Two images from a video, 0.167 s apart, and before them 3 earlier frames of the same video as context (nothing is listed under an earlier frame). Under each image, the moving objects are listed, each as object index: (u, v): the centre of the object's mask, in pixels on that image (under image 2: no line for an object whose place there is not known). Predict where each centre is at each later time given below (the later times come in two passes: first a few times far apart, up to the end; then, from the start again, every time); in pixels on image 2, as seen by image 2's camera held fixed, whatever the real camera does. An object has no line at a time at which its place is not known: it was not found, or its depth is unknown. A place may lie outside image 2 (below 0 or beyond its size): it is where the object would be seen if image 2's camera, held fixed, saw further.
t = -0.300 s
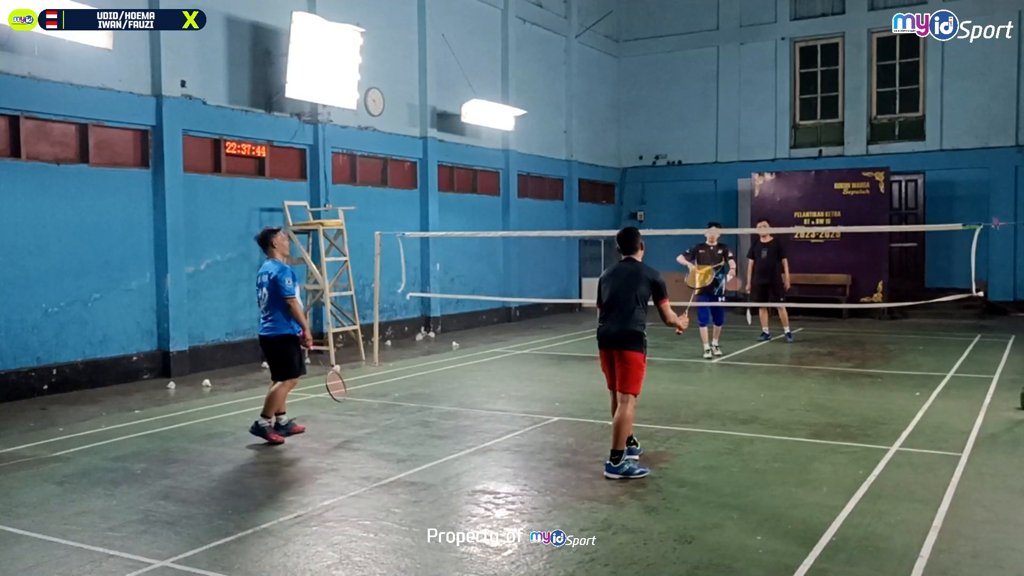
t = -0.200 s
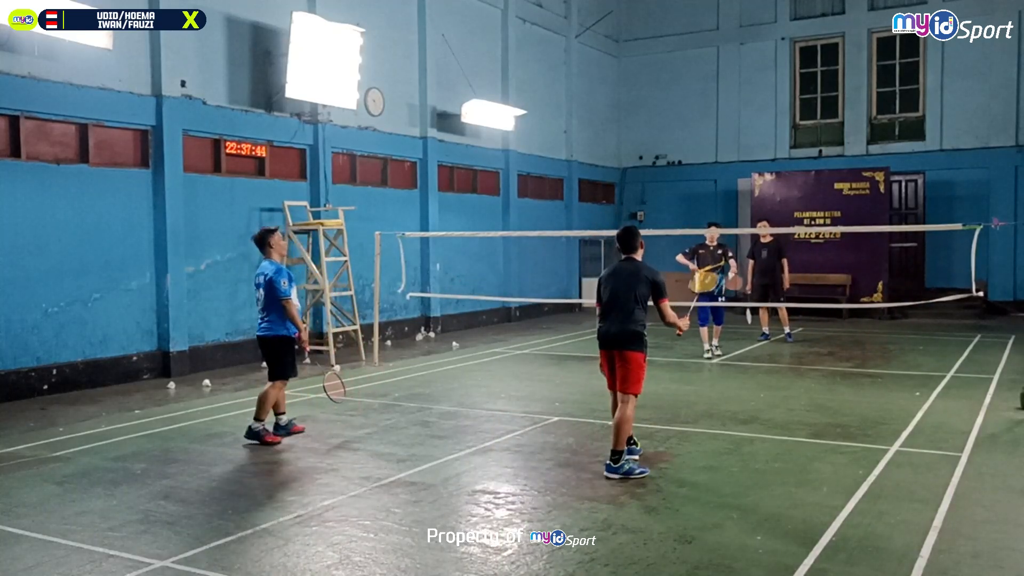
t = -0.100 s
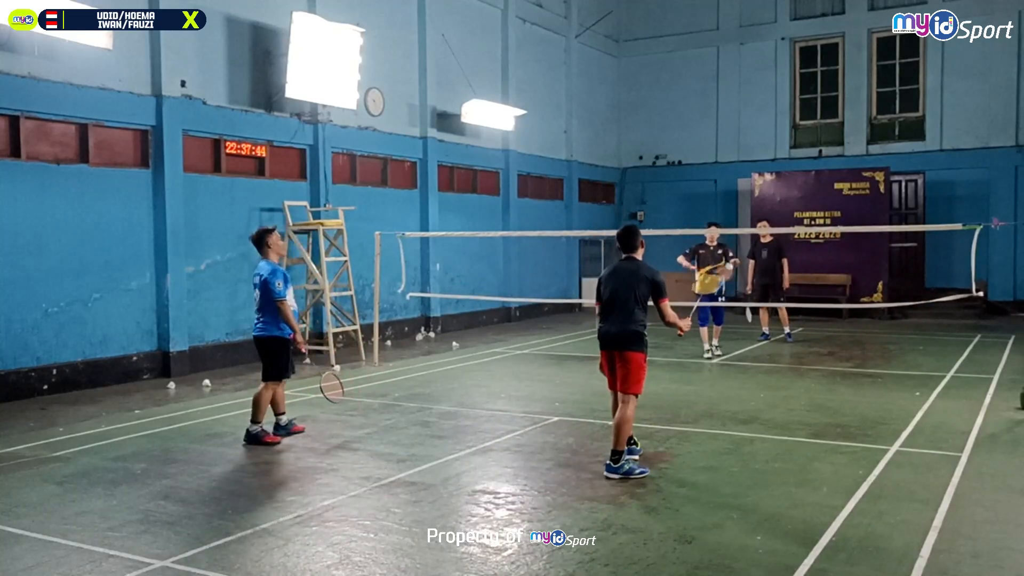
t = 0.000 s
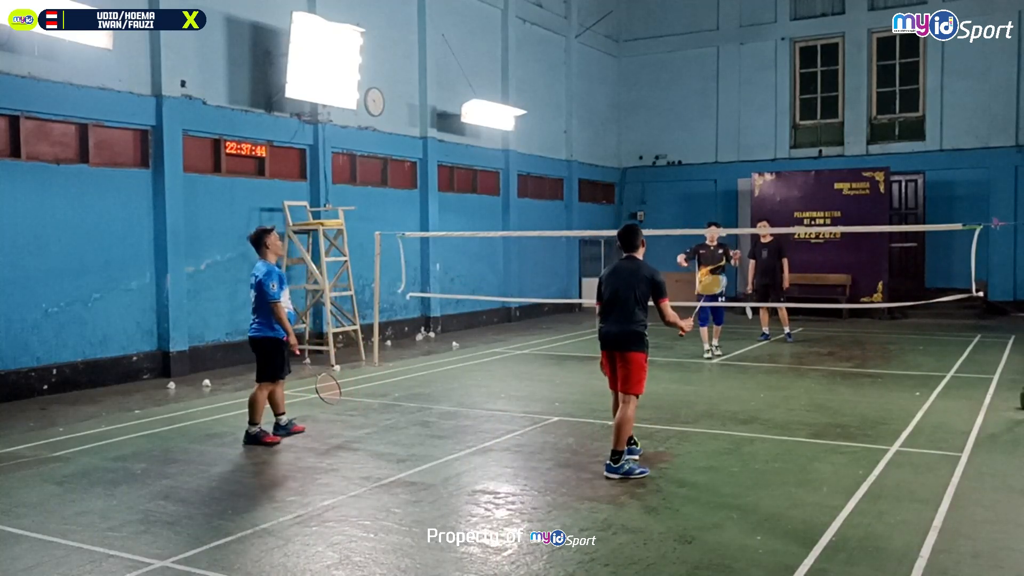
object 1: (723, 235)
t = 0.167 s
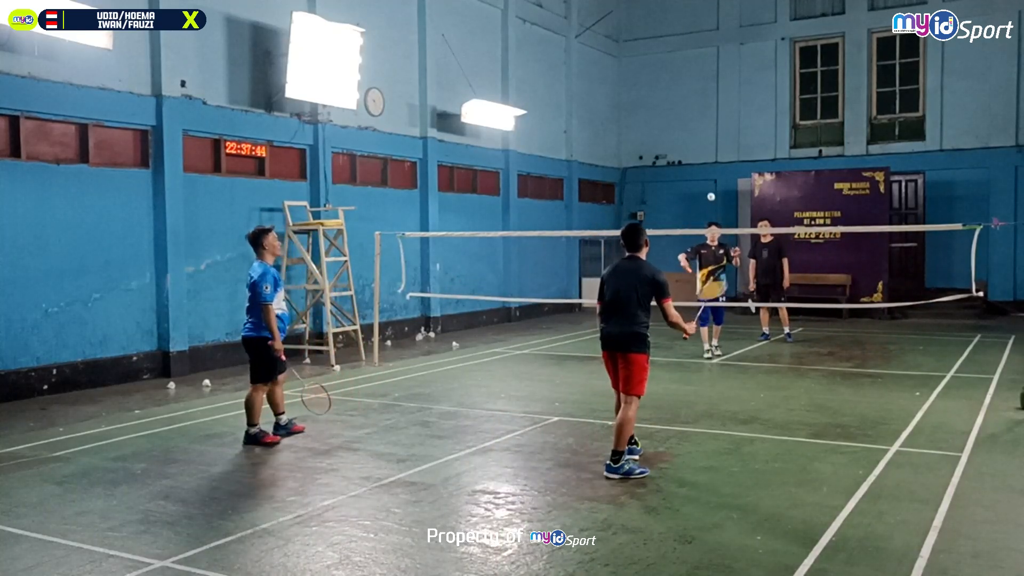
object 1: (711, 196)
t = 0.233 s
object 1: (706, 190)
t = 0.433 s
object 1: (695, 197)
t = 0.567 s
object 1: (685, 226)
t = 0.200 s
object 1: (708, 192)
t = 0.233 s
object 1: (706, 190)
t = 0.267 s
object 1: (705, 188)
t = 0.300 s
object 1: (703, 188)
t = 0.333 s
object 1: (701, 189)
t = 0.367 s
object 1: (699, 190)
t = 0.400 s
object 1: (698, 193)
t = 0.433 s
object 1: (695, 197)
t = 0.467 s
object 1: (693, 202)
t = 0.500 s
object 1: (690, 209)
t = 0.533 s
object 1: (687, 217)
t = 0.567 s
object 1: (685, 226)
